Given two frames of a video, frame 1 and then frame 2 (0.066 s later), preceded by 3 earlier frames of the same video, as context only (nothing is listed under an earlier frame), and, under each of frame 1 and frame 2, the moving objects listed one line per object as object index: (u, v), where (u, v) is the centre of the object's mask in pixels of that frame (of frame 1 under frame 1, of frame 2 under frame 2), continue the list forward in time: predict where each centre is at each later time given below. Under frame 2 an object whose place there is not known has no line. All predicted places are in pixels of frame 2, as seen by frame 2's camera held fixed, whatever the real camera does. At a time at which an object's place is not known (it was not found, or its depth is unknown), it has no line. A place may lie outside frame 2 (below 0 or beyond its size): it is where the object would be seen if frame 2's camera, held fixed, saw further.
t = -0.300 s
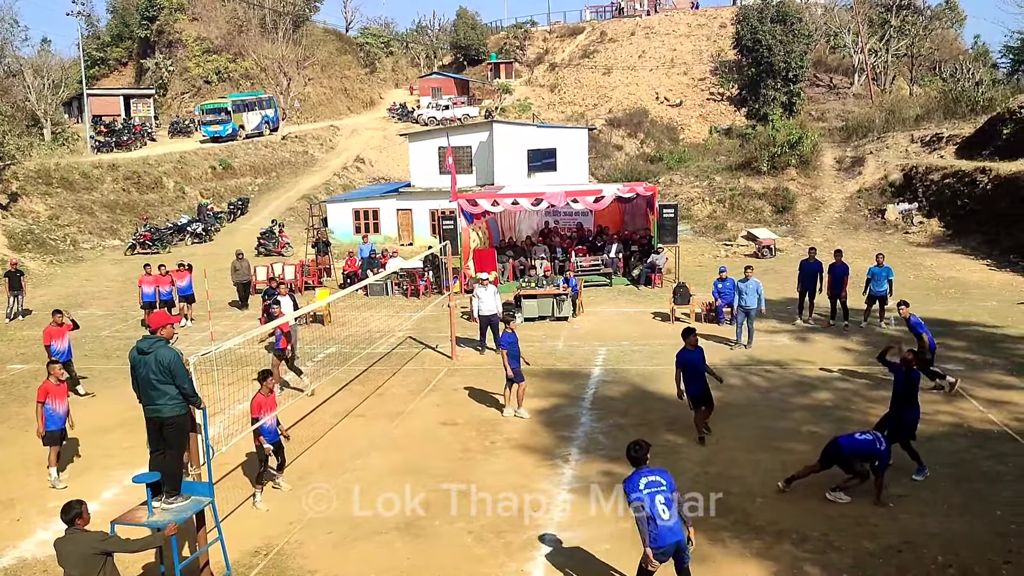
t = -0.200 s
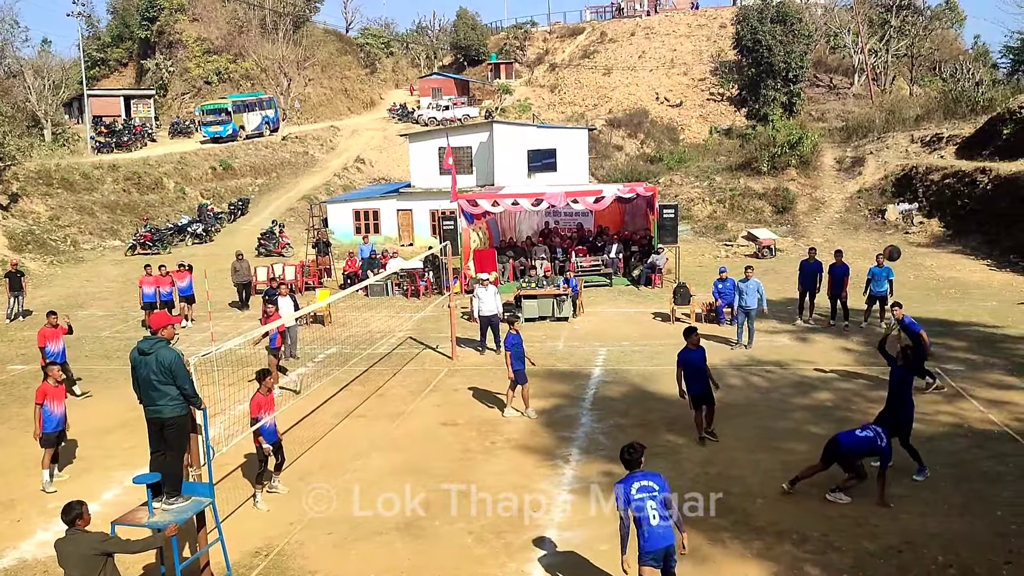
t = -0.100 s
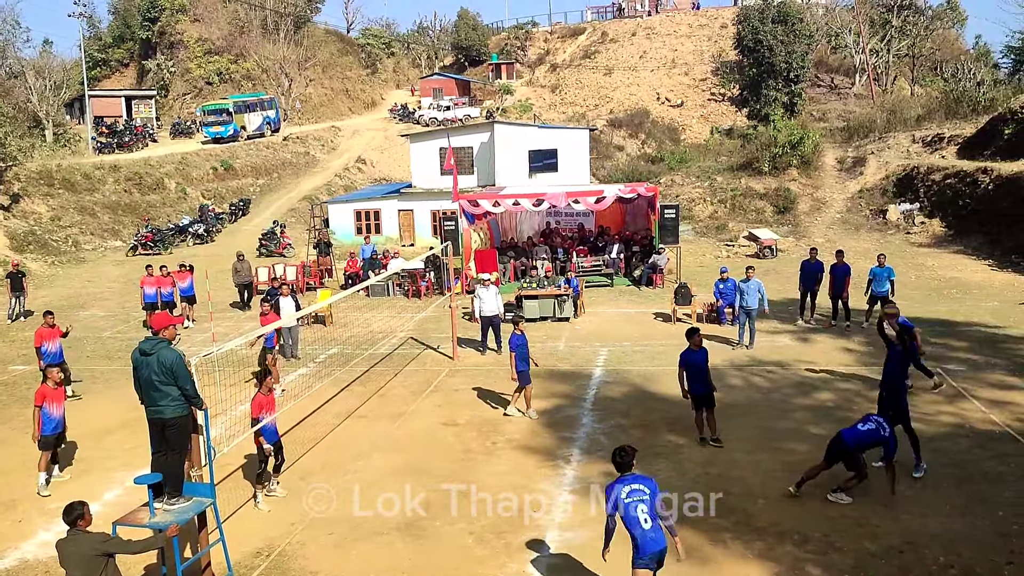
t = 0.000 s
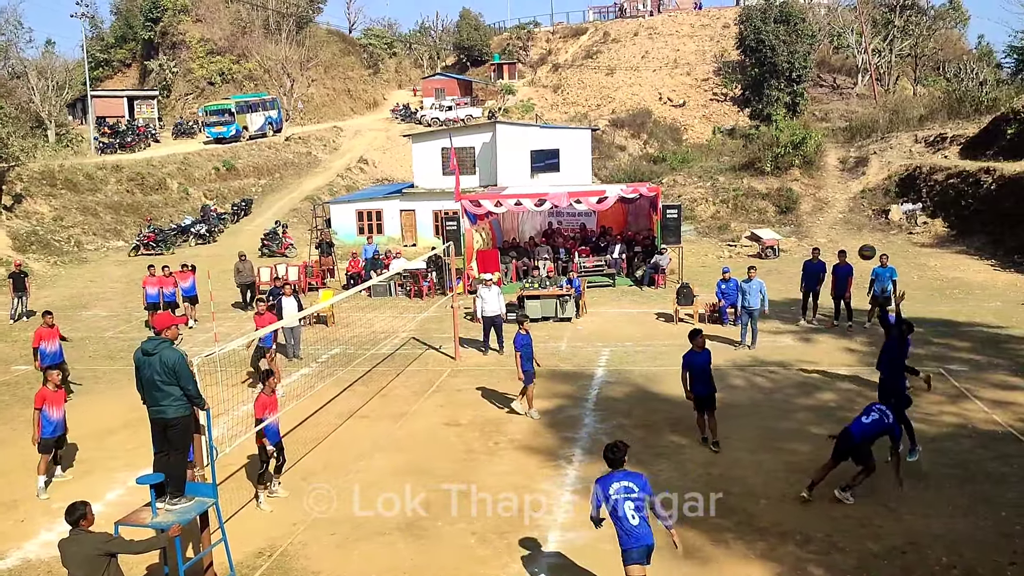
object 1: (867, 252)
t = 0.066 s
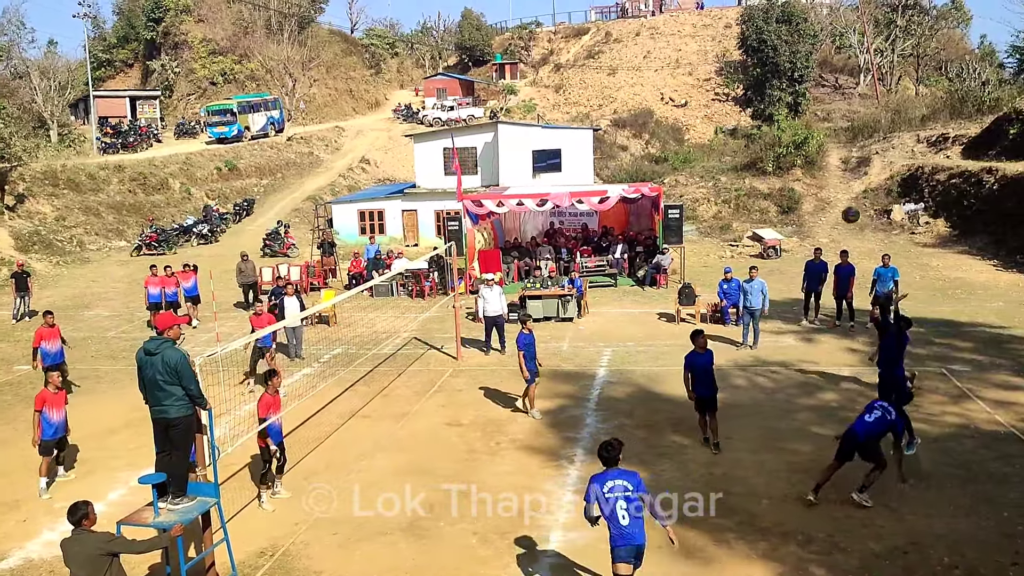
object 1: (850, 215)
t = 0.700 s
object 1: (671, 26)
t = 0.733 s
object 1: (662, 24)
